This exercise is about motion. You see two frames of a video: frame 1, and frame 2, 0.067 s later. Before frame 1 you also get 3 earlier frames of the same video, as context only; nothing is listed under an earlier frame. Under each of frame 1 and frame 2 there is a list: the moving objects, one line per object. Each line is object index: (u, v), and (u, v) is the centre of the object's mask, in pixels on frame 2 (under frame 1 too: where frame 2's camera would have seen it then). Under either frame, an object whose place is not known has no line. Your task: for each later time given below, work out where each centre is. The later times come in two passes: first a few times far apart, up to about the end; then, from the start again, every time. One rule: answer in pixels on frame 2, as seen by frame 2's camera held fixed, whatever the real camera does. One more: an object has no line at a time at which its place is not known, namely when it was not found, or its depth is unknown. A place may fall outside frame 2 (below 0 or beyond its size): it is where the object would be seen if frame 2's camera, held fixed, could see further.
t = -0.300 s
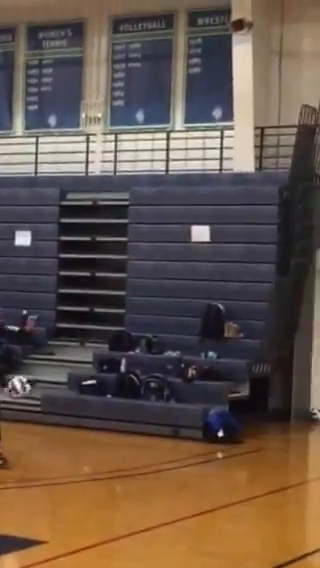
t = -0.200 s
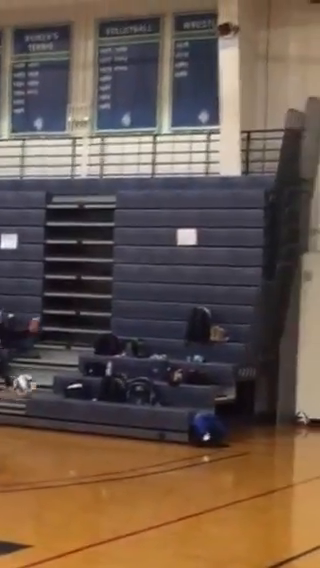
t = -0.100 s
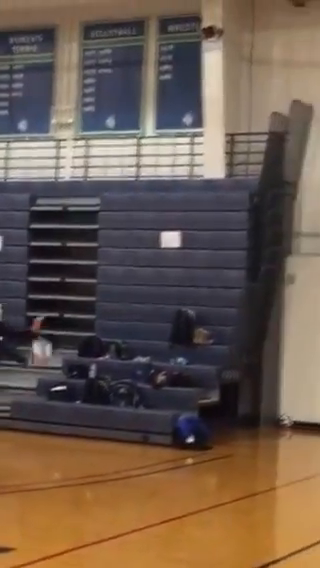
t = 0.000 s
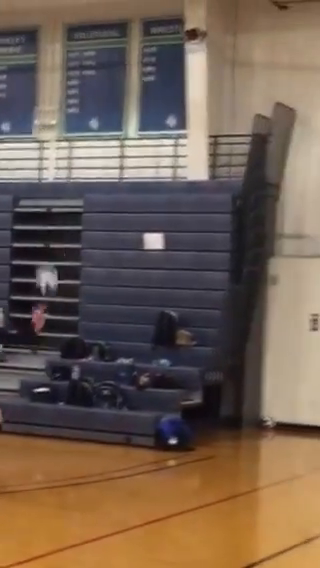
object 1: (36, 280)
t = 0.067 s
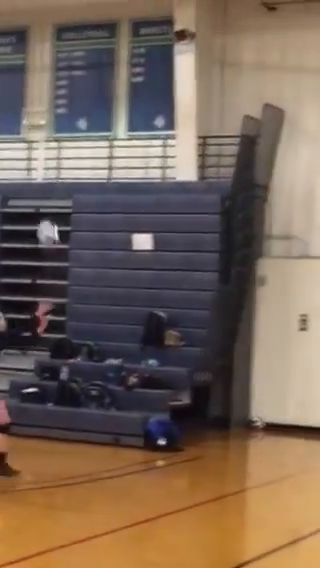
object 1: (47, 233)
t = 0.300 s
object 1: (88, 113)
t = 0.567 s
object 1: (134, 37)
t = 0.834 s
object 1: (181, 41)
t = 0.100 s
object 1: (53, 212)
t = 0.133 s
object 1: (60, 193)
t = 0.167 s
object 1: (66, 174)
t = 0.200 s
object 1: (67, 158)
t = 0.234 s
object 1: (76, 138)
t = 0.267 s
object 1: (83, 123)
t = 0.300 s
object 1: (88, 113)
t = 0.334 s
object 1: (95, 97)
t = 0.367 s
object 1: (101, 85)
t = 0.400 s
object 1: (106, 74)
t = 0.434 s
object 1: (110, 64)
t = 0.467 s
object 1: (117, 54)
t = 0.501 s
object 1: (124, 47)
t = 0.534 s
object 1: (129, 41)
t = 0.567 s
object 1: (134, 37)
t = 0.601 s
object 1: (140, 31)
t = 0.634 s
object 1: (145, 31)
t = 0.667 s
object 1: (152, 29)
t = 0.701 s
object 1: (159, 29)
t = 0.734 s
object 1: (164, 29)
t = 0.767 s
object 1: (170, 32)
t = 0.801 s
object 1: (176, 35)
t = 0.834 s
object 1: (181, 41)
